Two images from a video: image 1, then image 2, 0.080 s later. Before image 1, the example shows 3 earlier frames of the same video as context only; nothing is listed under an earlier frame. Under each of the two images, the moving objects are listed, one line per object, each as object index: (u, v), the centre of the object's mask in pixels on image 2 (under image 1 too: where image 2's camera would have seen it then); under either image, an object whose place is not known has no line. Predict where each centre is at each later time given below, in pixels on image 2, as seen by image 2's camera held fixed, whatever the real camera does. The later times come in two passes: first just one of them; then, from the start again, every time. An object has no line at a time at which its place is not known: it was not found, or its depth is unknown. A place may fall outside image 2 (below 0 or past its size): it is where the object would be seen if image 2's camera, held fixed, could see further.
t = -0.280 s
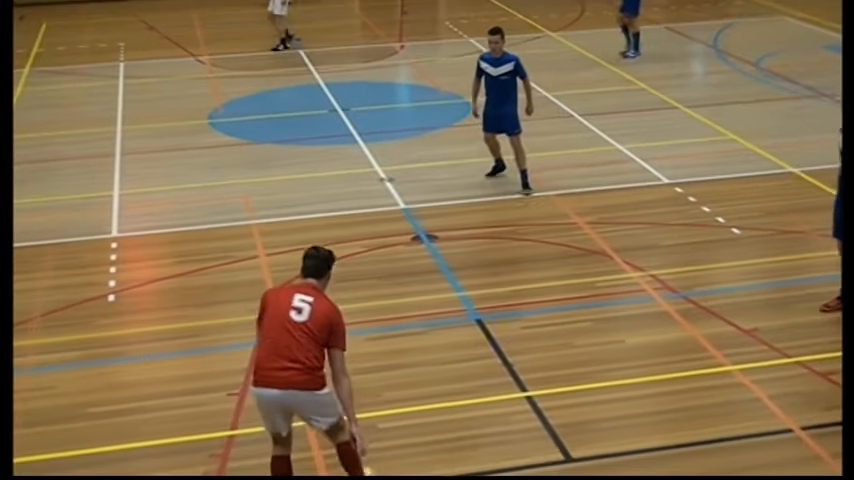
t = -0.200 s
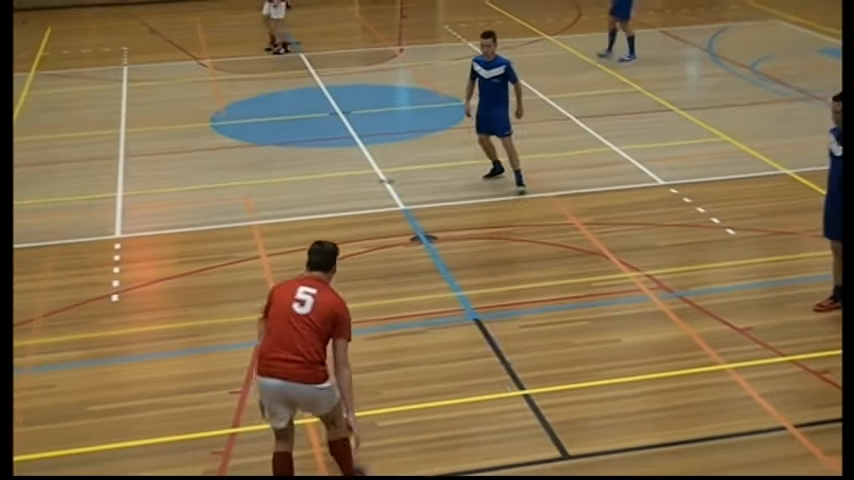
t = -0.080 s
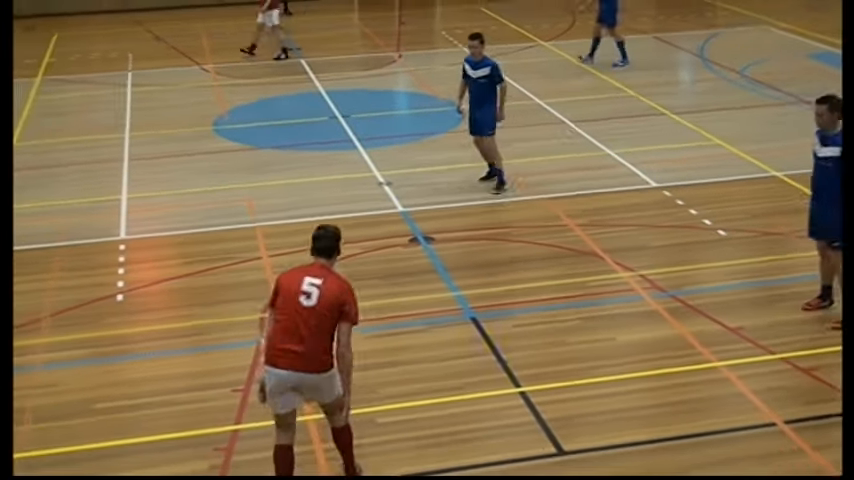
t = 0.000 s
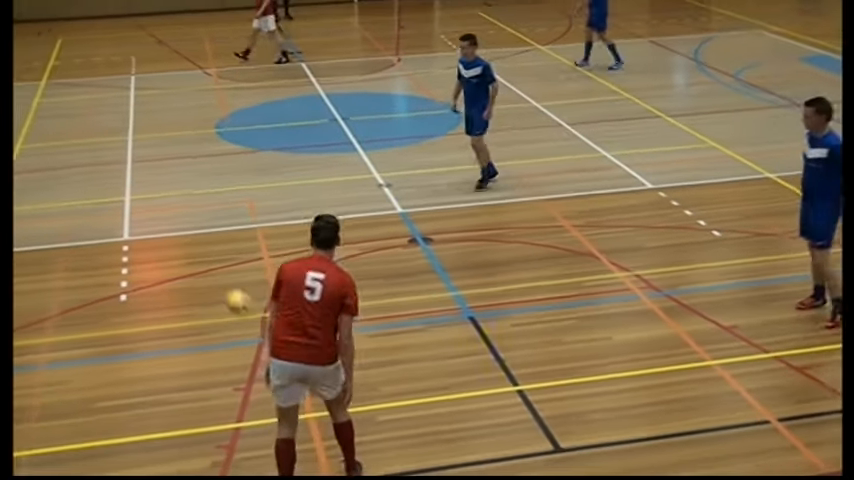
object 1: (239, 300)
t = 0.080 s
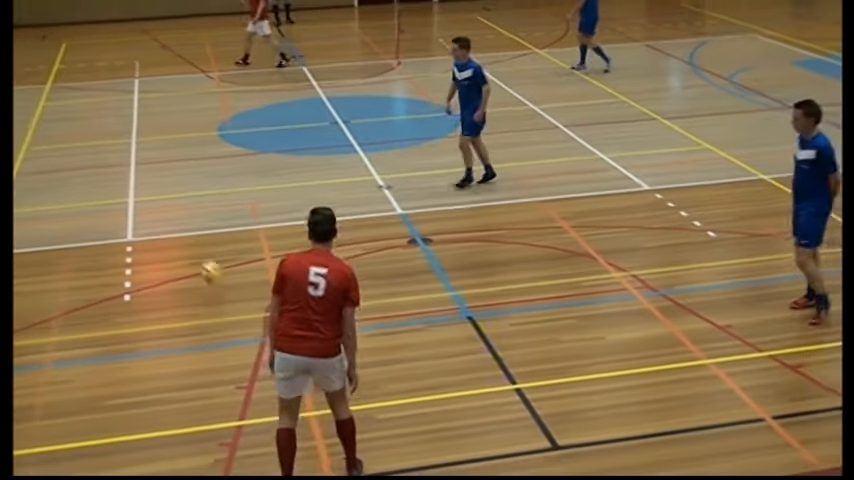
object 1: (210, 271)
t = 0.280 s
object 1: (158, 226)
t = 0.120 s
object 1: (195, 259)
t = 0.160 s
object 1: (186, 251)
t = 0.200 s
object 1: (175, 244)
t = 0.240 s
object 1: (167, 239)
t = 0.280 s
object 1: (158, 226)
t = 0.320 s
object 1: (150, 214)
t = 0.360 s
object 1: (143, 204)
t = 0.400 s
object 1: (135, 198)
